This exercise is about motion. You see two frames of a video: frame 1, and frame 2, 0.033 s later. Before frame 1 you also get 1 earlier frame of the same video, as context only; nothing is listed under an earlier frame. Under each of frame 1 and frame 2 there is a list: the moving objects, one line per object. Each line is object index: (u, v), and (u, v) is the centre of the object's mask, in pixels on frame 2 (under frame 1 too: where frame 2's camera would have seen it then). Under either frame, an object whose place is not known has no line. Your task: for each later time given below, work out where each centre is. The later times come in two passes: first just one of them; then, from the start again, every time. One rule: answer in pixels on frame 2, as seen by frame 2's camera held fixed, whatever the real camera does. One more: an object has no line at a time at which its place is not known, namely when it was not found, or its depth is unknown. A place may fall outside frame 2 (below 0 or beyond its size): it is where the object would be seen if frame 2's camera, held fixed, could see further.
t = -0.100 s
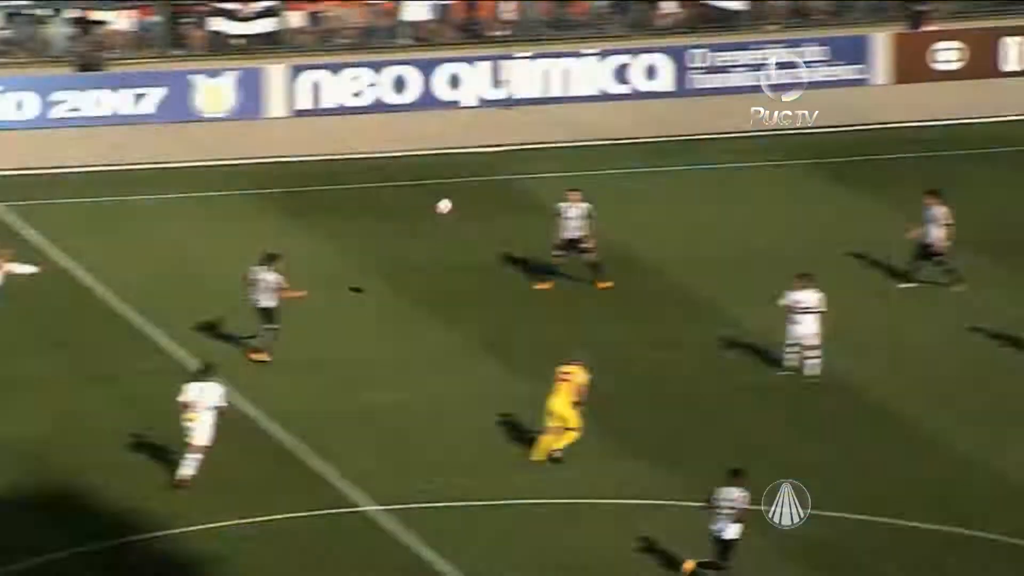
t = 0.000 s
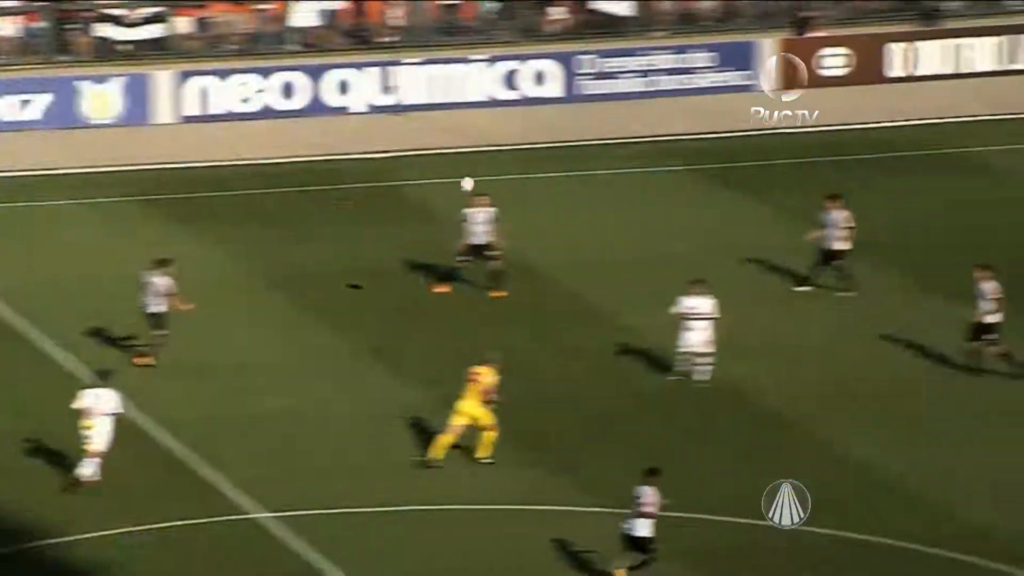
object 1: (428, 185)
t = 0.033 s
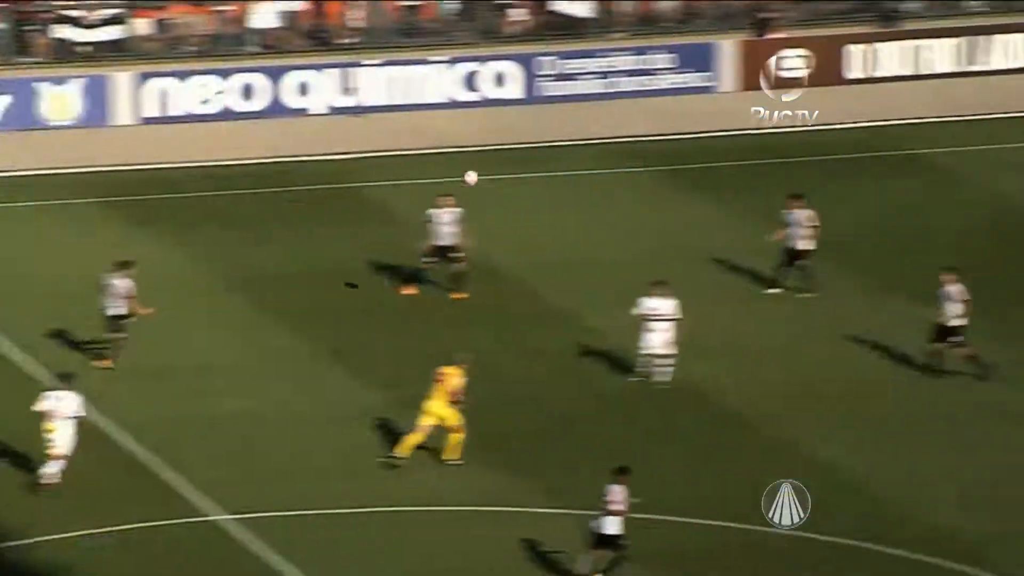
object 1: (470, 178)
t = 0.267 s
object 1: (769, 139)
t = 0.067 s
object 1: (514, 170)
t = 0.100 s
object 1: (557, 163)
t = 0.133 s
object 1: (599, 157)
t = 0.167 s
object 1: (641, 152)
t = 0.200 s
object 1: (684, 147)
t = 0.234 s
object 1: (726, 142)
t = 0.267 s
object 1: (769, 139)
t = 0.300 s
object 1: (813, 135)
